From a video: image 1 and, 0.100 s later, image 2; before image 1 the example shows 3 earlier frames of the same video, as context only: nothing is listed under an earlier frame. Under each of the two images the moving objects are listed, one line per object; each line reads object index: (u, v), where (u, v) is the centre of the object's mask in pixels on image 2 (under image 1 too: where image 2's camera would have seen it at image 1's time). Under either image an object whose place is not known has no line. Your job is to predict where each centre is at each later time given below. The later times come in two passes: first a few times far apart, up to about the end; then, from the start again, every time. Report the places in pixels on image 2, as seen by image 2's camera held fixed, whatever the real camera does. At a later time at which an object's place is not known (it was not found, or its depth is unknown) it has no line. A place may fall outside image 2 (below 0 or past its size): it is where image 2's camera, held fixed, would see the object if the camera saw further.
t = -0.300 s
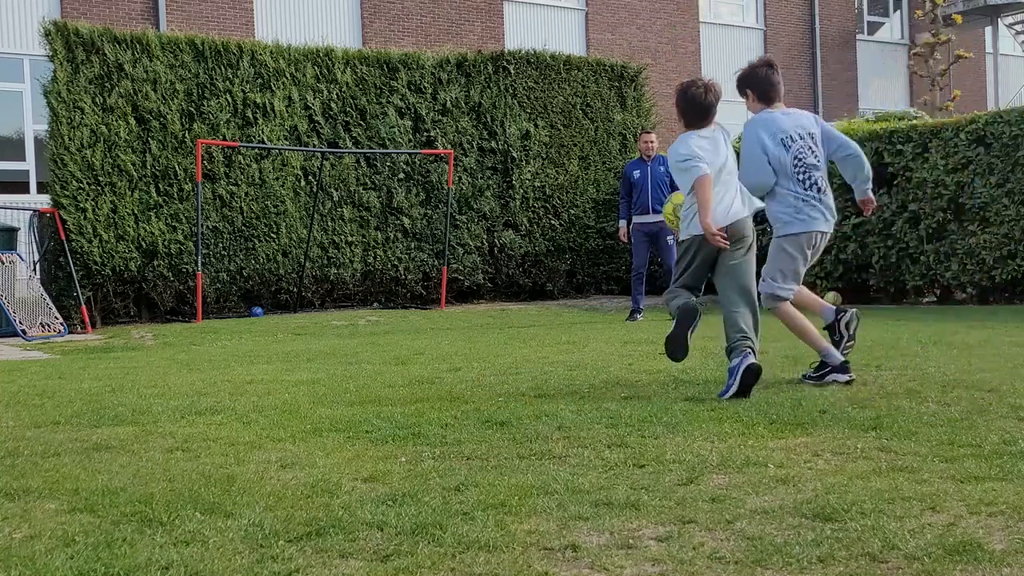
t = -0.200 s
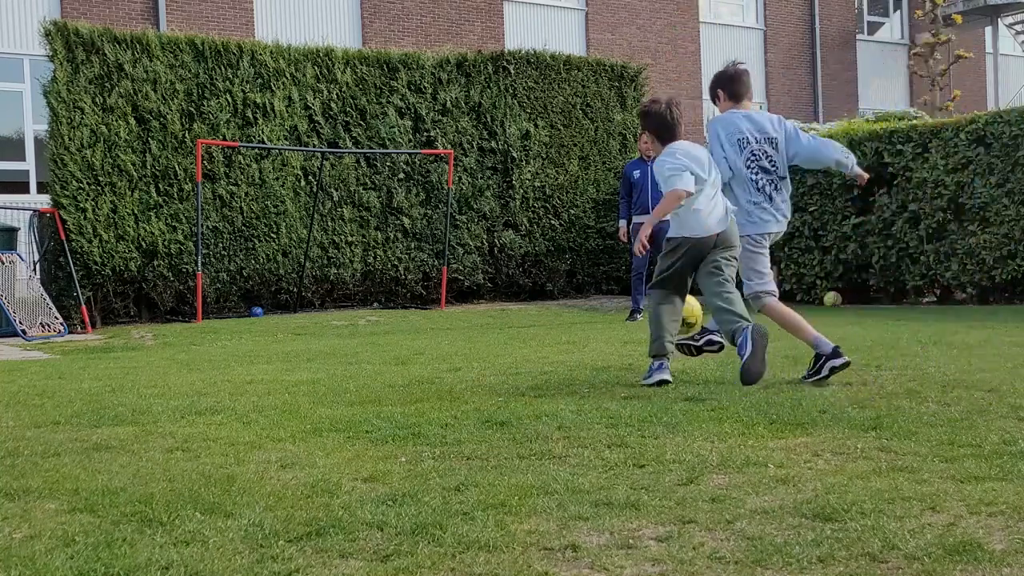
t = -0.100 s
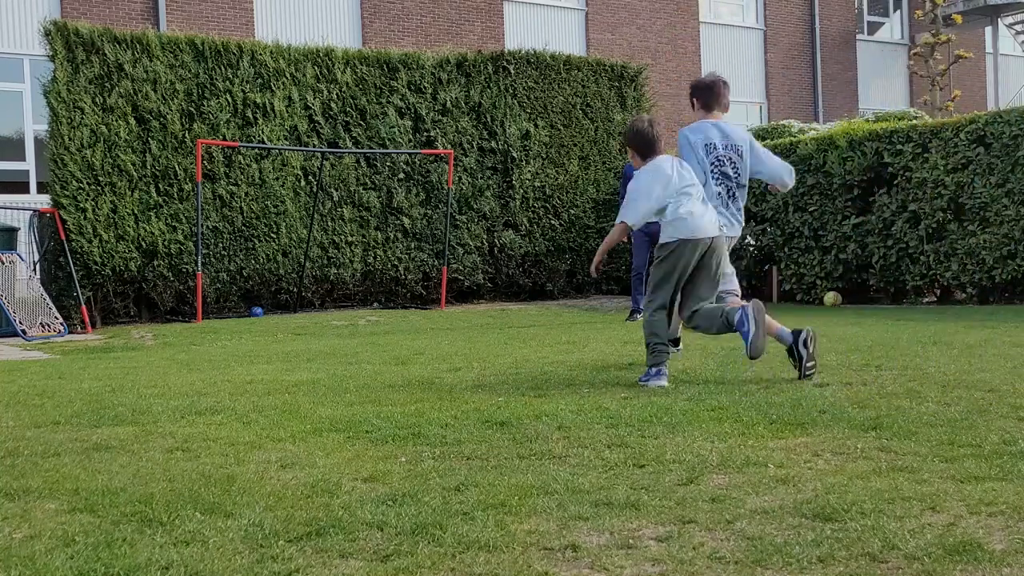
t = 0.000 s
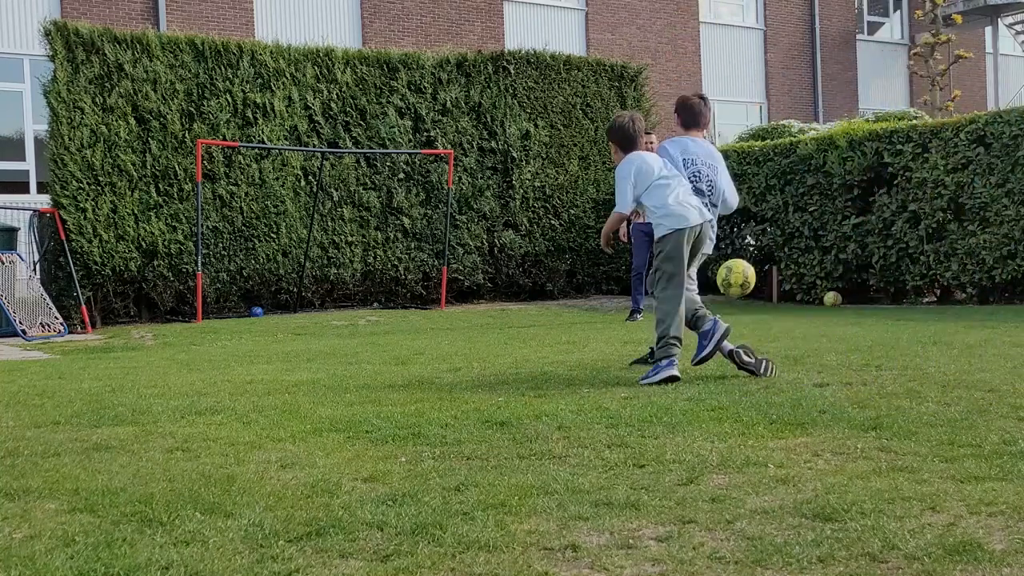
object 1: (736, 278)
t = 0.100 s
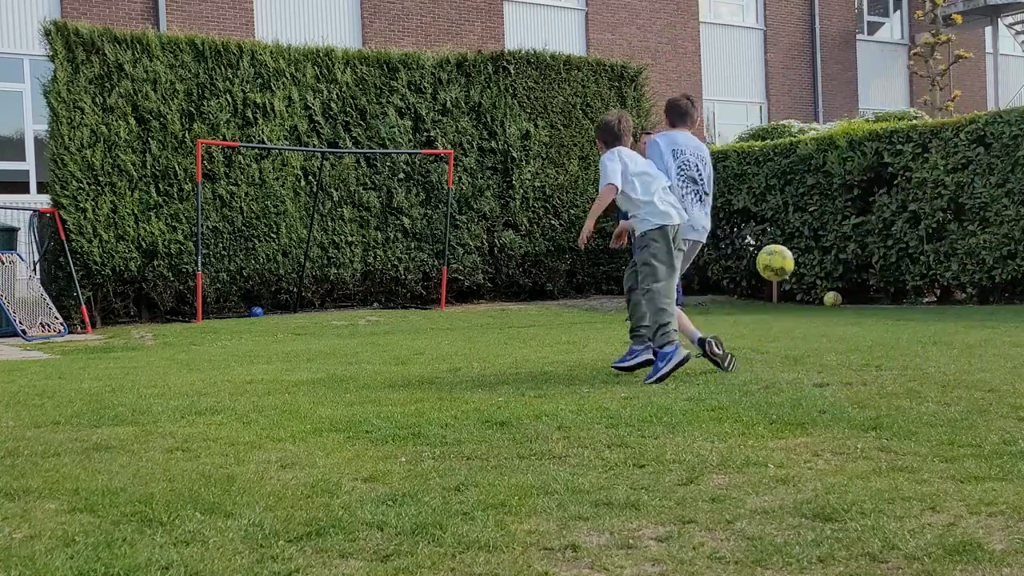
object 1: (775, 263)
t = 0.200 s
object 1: (812, 265)
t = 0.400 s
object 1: (879, 315)
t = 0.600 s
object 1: (907, 292)
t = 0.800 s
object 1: (930, 307)
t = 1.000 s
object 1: (953, 306)
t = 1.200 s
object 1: (974, 309)
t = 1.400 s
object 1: (992, 310)
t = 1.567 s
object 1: (1007, 309)
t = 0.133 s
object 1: (788, 262)
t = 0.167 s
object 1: (800, 262)
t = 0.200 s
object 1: (812, 265)
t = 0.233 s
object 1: (823, 269)
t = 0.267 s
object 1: (835, 275)
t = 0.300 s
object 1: (846, 283)
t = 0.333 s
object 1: (857, 292)
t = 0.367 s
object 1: (868, 302)
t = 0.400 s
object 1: (879, 315)
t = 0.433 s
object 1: (889, 323)
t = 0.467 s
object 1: (892, 315)
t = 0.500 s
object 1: (896, 307)
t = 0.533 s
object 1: (900, 300)
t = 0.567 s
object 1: (903, 295)
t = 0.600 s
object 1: (907, 292)
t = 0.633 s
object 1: (911, 291)
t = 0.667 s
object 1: (915, 291)
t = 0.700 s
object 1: (918, 293)
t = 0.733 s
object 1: (922, 295)
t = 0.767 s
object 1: (926, 300)
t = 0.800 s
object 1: (930, 307)
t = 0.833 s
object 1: (935, 315)
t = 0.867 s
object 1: (938, 318)
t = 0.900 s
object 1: (942, 313)
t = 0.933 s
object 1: (946, 309)
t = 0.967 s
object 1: (949, 307)
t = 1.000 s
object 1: (953, 306)
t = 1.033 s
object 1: (956, 307)
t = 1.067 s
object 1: (960, 310)
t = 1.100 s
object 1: (964, 313)
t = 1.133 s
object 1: (967, 316)
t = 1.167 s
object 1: (970, 312)
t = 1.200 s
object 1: (974, 309)
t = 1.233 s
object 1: (977, 307)
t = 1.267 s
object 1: (980, 306)
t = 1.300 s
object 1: (982, 308)
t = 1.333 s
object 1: (986, 310)
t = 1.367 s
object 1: (989, 312)
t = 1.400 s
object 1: (992, 310)
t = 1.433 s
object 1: (995, 308)
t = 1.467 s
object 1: (999, 307)
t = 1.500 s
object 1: (1001, 308)
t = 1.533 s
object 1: (1005, 309)
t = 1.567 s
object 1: (1007, 309)
